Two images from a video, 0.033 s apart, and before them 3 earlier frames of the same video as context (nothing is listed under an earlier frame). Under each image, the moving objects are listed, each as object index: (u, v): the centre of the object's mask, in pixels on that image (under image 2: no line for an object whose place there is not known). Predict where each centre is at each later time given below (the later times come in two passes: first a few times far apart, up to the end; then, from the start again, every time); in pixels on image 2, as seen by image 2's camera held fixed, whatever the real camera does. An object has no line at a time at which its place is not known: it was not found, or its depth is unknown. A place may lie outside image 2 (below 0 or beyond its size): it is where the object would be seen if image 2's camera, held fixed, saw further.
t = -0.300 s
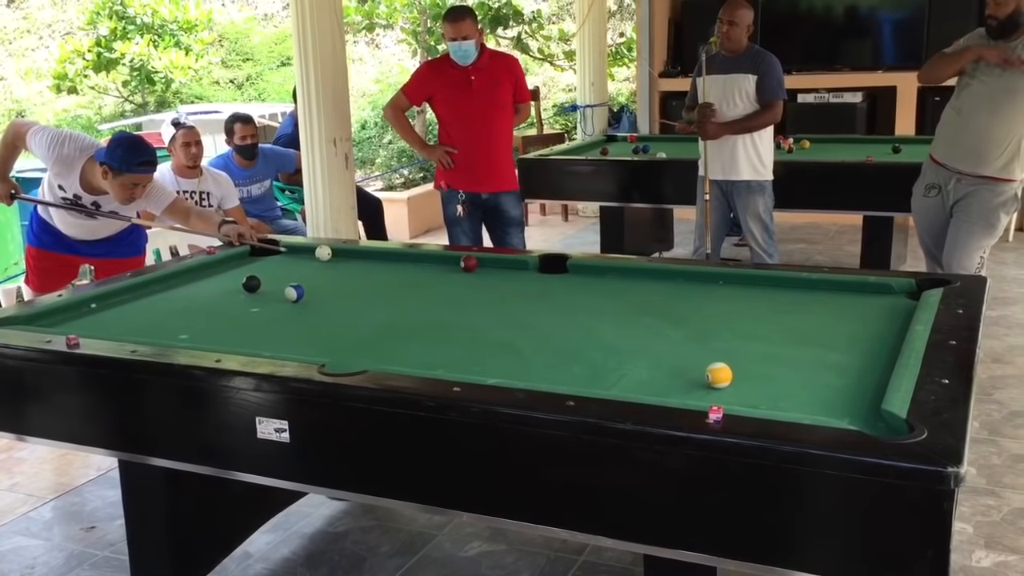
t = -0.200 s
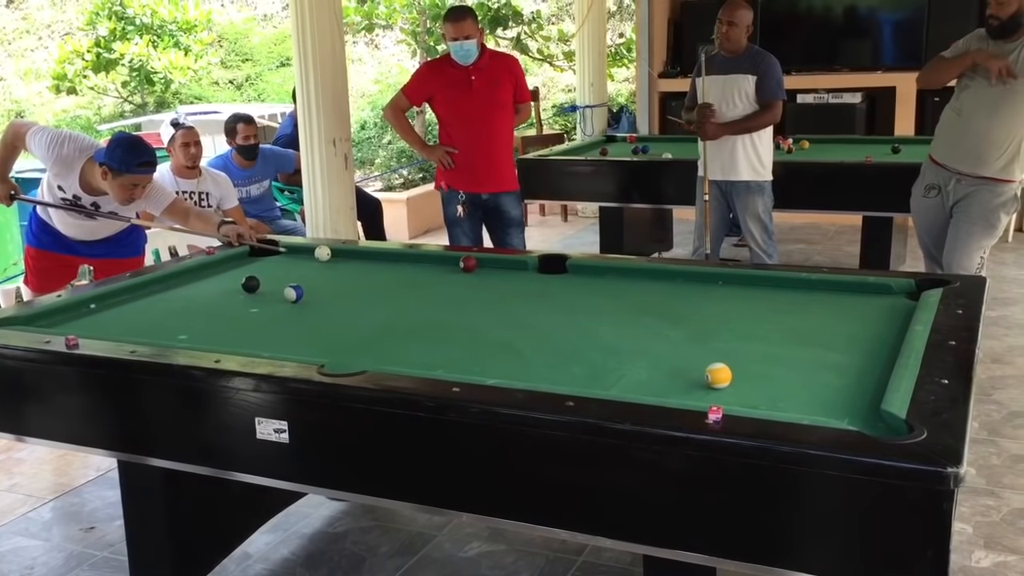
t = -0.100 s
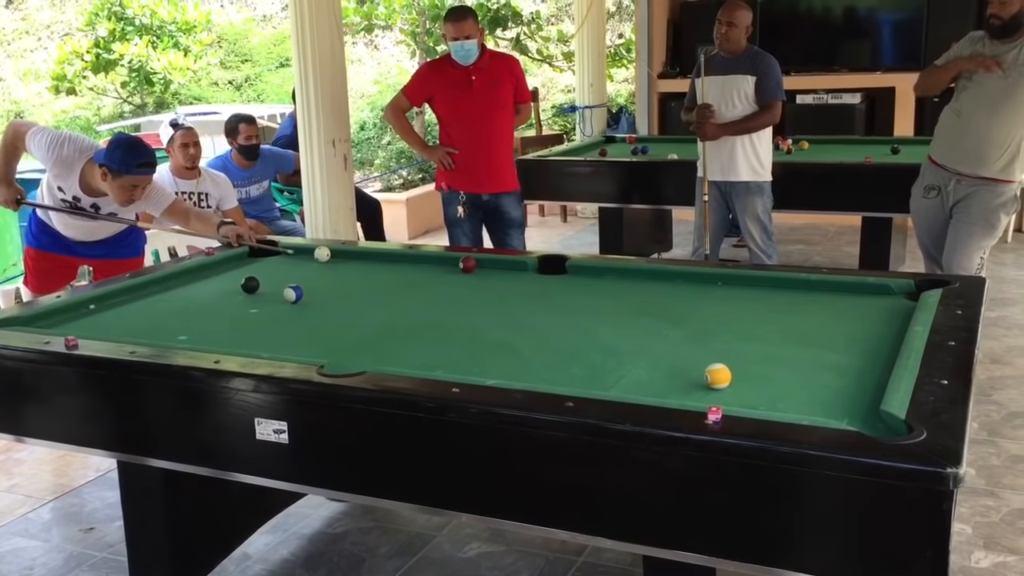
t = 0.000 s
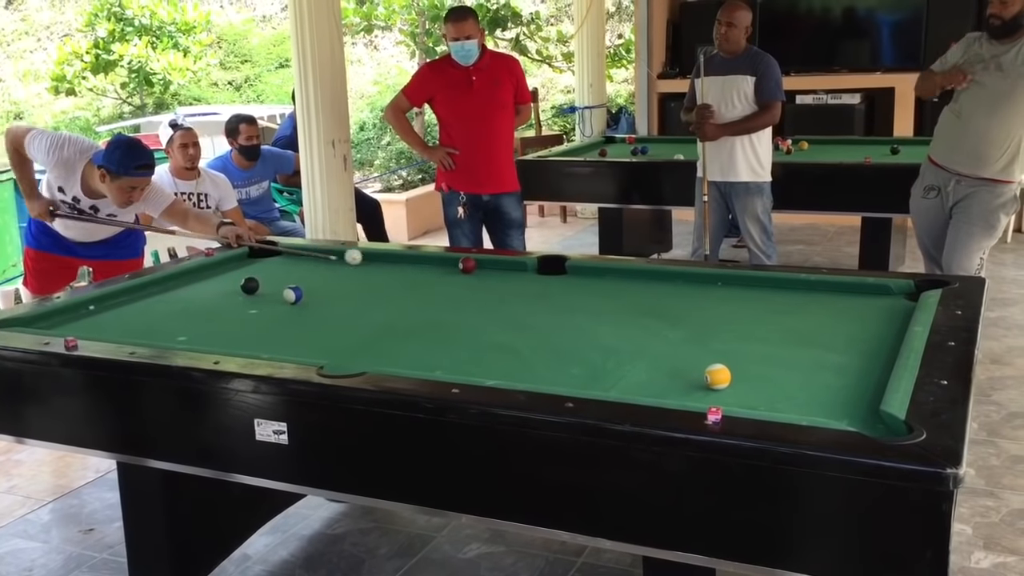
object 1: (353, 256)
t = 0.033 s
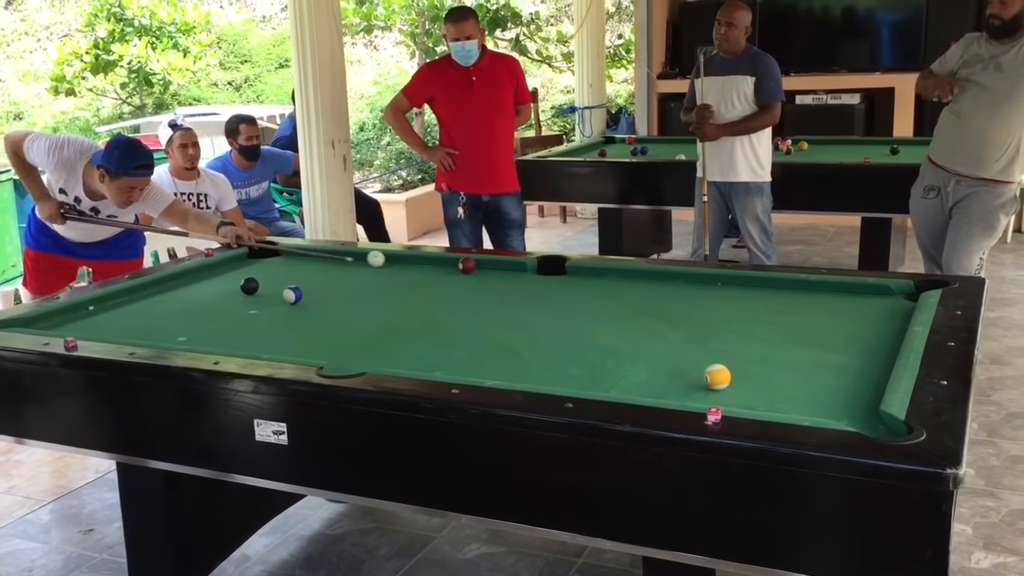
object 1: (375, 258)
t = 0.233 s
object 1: (451, 264)
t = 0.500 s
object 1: (450, 266)
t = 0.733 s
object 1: (450, 267)
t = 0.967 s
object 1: (450, 268)
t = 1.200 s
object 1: (450, 269)
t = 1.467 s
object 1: (450, 269)
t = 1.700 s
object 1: (450, 269)
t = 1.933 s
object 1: (450, 269)
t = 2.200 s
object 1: (450, 269)
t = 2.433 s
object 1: (450, 269)
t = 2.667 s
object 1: (450, 269)
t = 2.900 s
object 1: (450, 269)
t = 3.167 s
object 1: (450, 269)
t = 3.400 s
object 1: (450, 269)
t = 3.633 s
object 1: (450, 269)
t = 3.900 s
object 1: (450, 269)
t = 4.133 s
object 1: (450, 269)
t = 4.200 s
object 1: (450, 269)
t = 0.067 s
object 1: (398, 260)
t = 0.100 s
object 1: (420, 261)
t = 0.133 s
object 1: (442, 263)
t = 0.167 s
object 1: (451, 264)
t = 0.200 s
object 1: (451, 264)
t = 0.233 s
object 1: (451, 264)
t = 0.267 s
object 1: (451, 265)
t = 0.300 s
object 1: (451, 265)
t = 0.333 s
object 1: (451, 265)
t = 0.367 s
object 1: (451, 265)
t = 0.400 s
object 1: (451, 265)
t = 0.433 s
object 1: (451, 265)
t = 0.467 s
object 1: (451, 266)
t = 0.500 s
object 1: (450, 266)
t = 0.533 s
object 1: (450, 266)
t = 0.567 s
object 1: (450, 266)
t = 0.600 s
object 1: (450, 267)
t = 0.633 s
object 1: (450, 267)
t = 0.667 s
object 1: (450, 267)
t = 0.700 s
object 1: (450, 267)
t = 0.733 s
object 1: (450, 267)
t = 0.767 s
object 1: (450, 267)
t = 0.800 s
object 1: (450, 267)
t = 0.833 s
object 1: (450, 268)
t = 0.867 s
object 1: (450, 268)
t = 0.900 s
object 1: (451, 268)
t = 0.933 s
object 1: (450, 268)
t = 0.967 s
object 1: (450, 268)
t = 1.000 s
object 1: (450, 268)
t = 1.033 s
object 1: (450, 268)
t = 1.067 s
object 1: (450, 268)
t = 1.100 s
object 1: (450, 268)
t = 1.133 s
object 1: (450, 268)
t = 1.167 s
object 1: (450, 269)
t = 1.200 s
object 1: (450, 269)
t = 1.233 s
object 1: (450, 269)
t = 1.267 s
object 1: (450, 269)
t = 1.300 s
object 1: (450, 269)
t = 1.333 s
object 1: (450, 269)
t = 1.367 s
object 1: (450, 269)
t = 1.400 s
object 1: (450, 269)
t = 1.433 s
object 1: (450, 269)
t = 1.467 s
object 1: (450, 269)
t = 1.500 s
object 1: (450, 269)
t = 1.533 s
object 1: (450, 269)
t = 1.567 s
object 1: (450, 269)
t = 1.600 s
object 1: (450, 269)
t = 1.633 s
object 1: (450, 269)
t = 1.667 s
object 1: (450, 269)
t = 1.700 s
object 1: (450, 269)
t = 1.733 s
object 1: (450, 269)
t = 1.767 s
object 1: (450, 269)
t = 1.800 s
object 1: (450, 269)
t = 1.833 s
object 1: (450, 269)
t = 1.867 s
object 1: (450, 269)
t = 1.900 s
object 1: (450, 269)
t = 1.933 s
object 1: (450, 269)
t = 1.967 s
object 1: (450, 269)
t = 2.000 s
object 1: (450, 269)
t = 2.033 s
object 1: (450, 269)
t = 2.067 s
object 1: (450, 269)
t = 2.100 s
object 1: (450, 269)
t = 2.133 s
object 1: (450, 269)
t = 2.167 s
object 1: (450, 269)
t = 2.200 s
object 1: (450, 269)
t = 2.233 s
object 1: (450, 269)
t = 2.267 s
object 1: (450, 269)
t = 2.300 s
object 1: (450, 269)
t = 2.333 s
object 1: (450, 269)
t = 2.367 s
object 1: (450, 269)
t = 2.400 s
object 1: (450, 269)
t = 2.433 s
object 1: (450, 269)
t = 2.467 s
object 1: (450, 269)
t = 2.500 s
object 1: (450, 269)
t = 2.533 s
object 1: (450, 269)
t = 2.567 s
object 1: (450, 269)
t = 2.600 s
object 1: (450, 269)
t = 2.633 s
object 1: (450, 269)
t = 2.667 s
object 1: (450, 269)
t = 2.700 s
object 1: (450, 269)
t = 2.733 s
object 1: (450, 269)
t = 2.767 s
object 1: (450, 269)
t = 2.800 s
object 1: (450, 269)
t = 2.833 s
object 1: (450, 269)
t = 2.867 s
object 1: (450, 269)
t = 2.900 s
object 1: (450, 269)
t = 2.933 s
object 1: (450, 269)
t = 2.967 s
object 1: (450, 269)
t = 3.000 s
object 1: (450, 269)
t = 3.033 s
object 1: (450, 269)
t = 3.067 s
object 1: (450, 269)
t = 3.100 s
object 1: (450, 269)
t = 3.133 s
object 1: (450, 269)
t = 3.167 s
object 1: (450, 269)
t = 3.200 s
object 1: (450, 269)
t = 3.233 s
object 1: (450, 269)
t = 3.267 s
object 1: (450, 269)
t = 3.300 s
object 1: (450, 269)
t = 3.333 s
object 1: (450, 269)
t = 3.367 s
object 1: (450, 269)
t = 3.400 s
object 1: (450, 269)
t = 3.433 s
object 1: (450, 269)
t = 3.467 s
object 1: (450, 269)
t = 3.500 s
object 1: (450, 269)
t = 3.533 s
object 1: (450, 269)
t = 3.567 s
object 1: (450, 269)
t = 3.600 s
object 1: (450, 269)
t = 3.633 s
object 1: (450, 269)
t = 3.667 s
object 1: (450, 269)
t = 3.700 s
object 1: (450, 269)
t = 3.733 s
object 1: (450, 269)
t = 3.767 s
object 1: (450, 269)
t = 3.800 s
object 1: (450, 269)
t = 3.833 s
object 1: (450, 269)
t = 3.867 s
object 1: (450, 269)
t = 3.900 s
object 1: (450, 269)
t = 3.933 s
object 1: (450, 269)
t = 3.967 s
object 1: (450, 269)
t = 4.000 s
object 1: (450, 269)
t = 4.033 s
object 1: (450, 269)
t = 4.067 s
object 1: (450, 269)
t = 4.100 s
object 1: (450, 269)
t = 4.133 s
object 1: (450, 269)
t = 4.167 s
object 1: (450, 269)
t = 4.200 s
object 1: (450, 269)
